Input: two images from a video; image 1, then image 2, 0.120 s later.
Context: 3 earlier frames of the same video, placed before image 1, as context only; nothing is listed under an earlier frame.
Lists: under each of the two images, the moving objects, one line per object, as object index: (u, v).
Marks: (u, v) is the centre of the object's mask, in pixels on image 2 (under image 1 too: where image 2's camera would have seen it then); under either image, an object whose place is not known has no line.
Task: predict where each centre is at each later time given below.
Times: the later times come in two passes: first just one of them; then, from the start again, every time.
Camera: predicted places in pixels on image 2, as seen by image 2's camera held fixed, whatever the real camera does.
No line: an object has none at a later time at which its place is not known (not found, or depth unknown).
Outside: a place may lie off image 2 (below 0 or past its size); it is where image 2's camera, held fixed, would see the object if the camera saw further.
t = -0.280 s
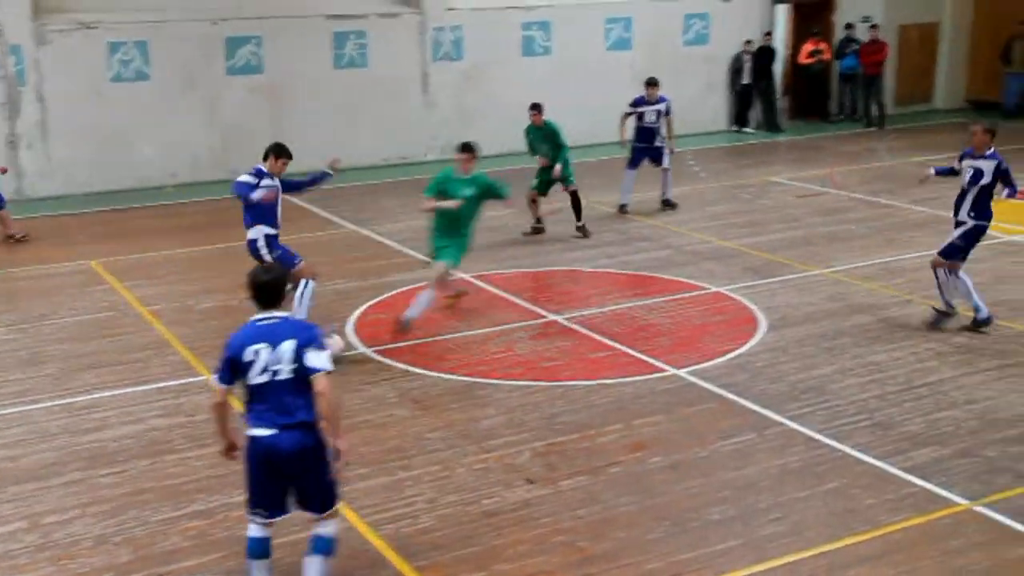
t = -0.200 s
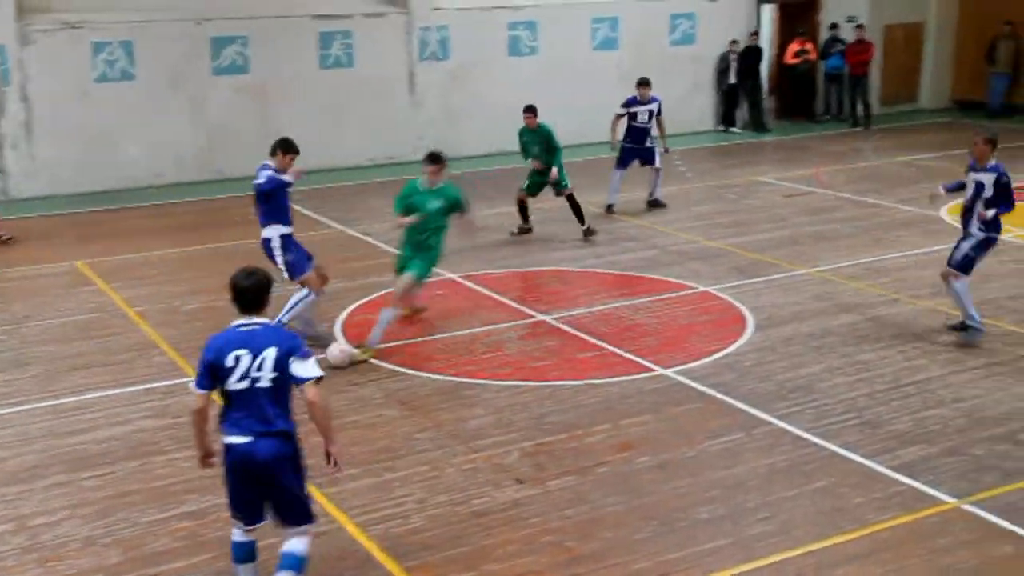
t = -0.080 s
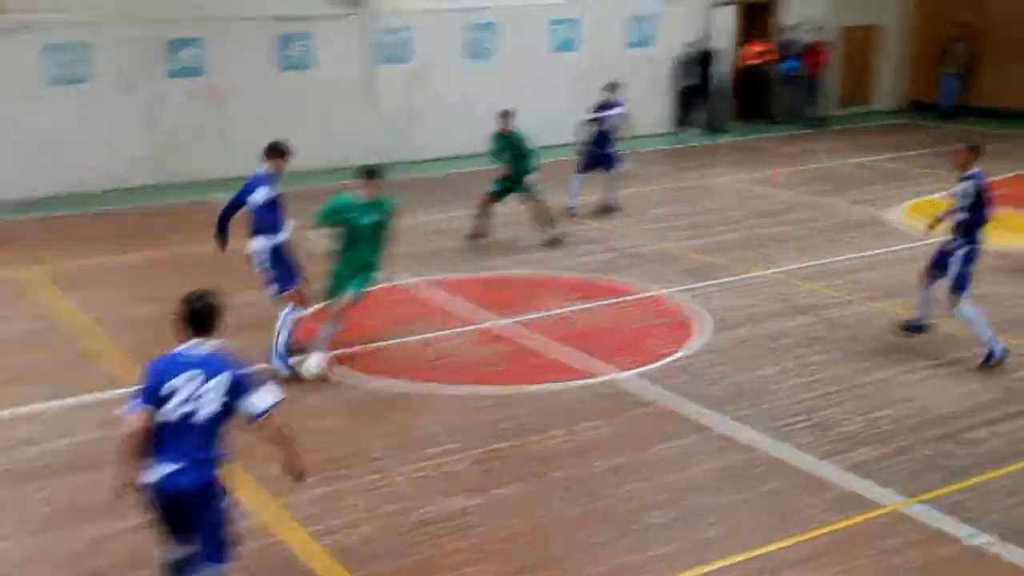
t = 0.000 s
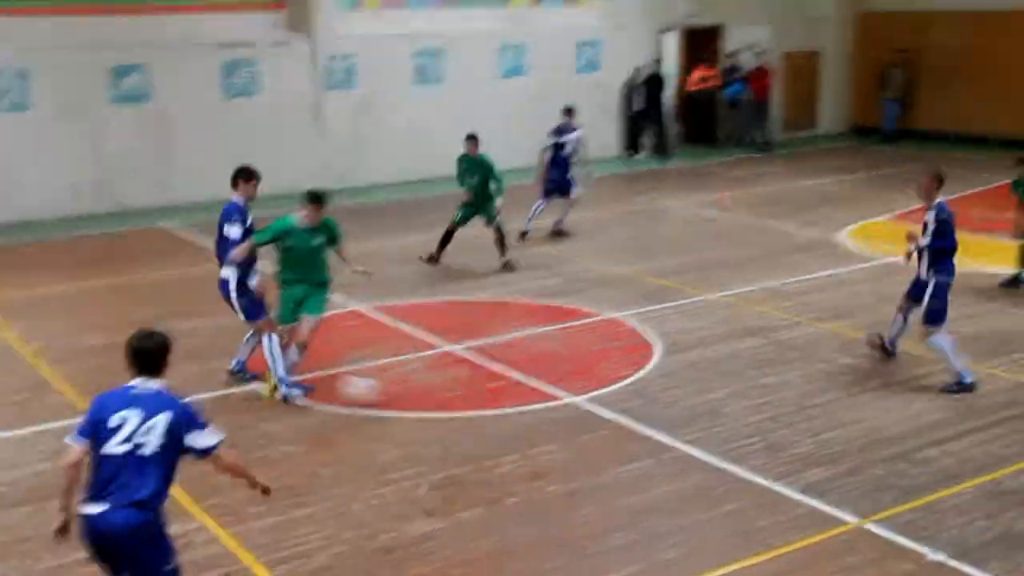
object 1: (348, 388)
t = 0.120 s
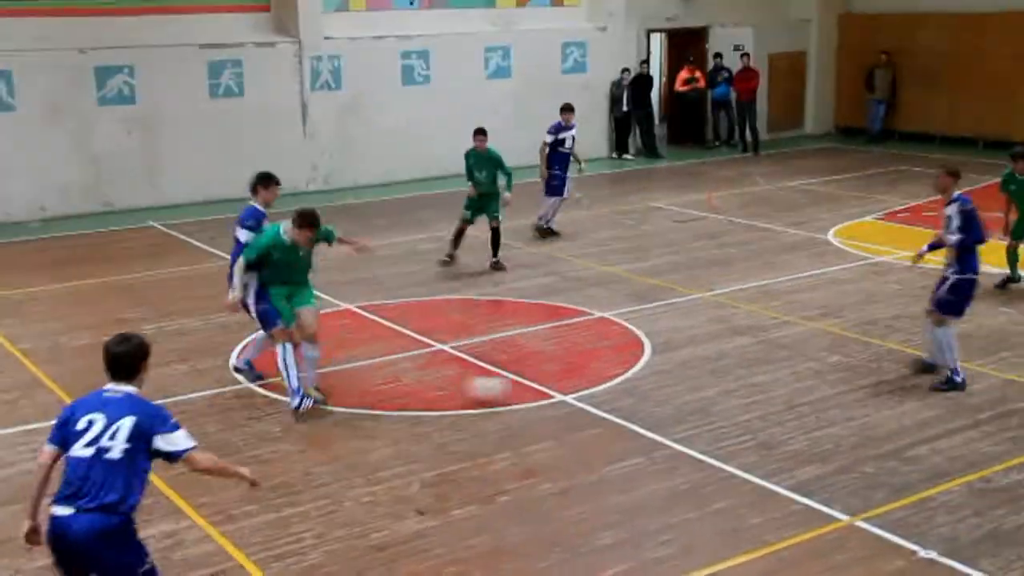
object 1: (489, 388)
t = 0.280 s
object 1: (652, 384)
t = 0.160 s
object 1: (533, 385)
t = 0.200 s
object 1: (569, 384)
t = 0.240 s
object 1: (608, 387)
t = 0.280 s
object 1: (652, 384)
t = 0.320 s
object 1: (686, 383)
